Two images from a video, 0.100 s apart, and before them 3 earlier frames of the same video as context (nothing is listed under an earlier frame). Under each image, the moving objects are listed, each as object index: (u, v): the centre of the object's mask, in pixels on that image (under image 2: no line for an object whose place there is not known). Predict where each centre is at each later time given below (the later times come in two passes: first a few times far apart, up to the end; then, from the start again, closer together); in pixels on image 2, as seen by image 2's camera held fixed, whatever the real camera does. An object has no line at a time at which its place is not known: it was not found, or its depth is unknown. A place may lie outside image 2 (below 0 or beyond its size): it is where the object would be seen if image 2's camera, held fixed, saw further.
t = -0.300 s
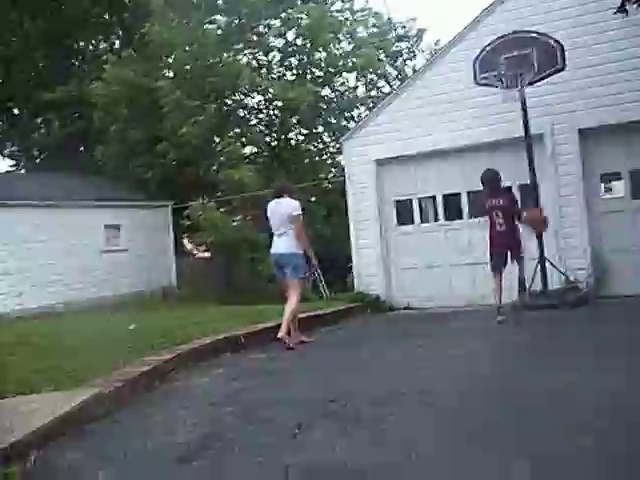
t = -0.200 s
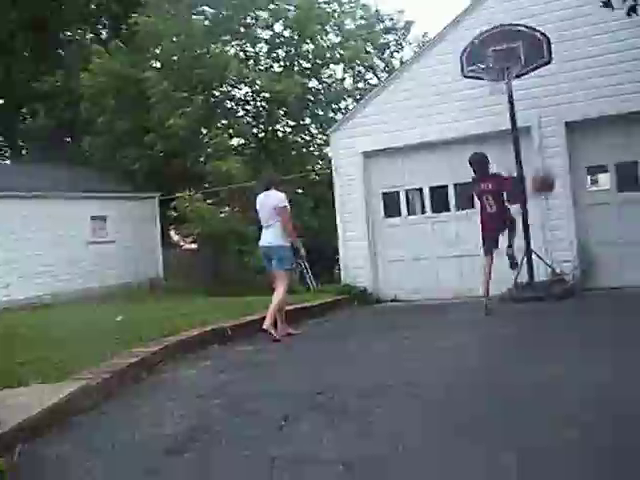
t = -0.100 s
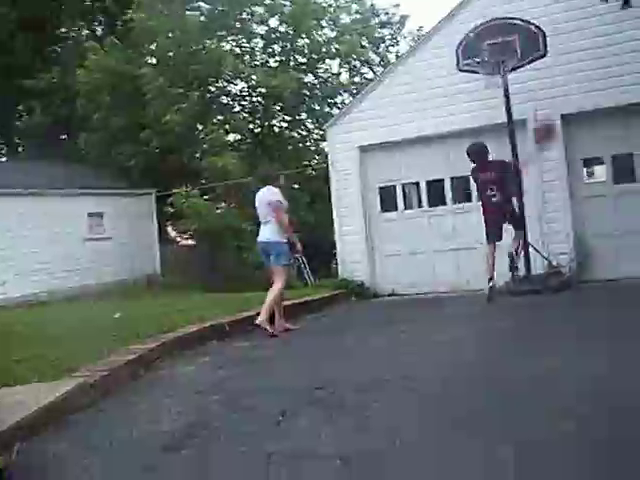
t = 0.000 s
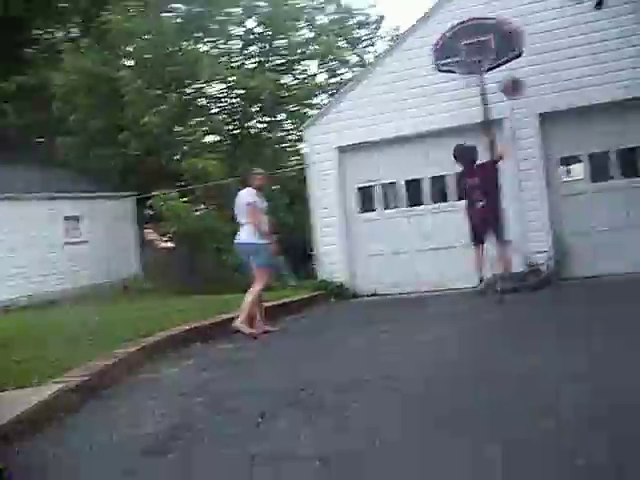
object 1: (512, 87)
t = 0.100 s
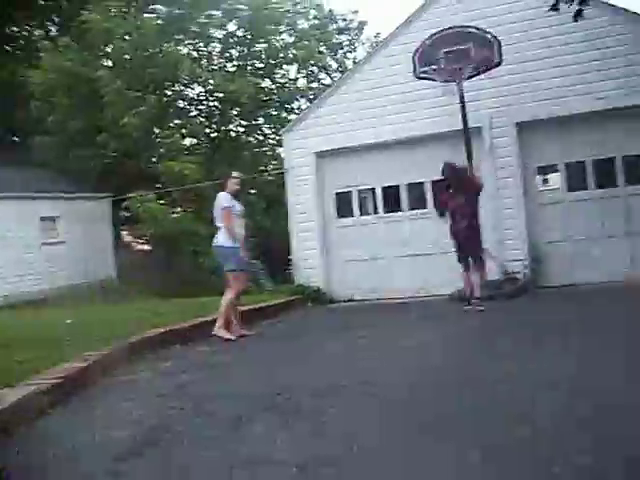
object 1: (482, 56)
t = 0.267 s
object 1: (470, 29)
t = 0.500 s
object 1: (463, 26)
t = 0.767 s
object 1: (449, 67)
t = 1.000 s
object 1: (442, 89)
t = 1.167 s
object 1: (455, 107)
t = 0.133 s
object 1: (476, 52)
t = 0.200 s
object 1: (474, 38)
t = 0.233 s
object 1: (477, 37)
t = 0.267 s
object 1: (470, 29)
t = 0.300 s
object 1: (470, 26)
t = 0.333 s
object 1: (468, 24)
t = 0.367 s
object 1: (467, 23)
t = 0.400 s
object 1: (466, 22)
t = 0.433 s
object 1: (465, 23)
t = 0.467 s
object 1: (463, 24)
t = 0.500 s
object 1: (463, 26)
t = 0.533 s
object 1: (461, 25)
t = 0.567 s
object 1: (459, 35)
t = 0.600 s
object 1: (462, 40)
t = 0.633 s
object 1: (464, 44)
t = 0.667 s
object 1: (456, 59)
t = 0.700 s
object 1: (456, 60)
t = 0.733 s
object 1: (454, 63)
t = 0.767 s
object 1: (449, 67)
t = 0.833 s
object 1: (447, 70)
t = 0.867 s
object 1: (438, 74)
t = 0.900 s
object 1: (441, 78)
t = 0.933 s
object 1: (440, 81)
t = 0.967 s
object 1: (440, 86)
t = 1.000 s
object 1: (442, 89)
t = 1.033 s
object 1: (444, 89)
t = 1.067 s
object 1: (446, 92)
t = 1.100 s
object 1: (449, 96)
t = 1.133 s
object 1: (452, 100)
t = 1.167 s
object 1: (455, 107)
